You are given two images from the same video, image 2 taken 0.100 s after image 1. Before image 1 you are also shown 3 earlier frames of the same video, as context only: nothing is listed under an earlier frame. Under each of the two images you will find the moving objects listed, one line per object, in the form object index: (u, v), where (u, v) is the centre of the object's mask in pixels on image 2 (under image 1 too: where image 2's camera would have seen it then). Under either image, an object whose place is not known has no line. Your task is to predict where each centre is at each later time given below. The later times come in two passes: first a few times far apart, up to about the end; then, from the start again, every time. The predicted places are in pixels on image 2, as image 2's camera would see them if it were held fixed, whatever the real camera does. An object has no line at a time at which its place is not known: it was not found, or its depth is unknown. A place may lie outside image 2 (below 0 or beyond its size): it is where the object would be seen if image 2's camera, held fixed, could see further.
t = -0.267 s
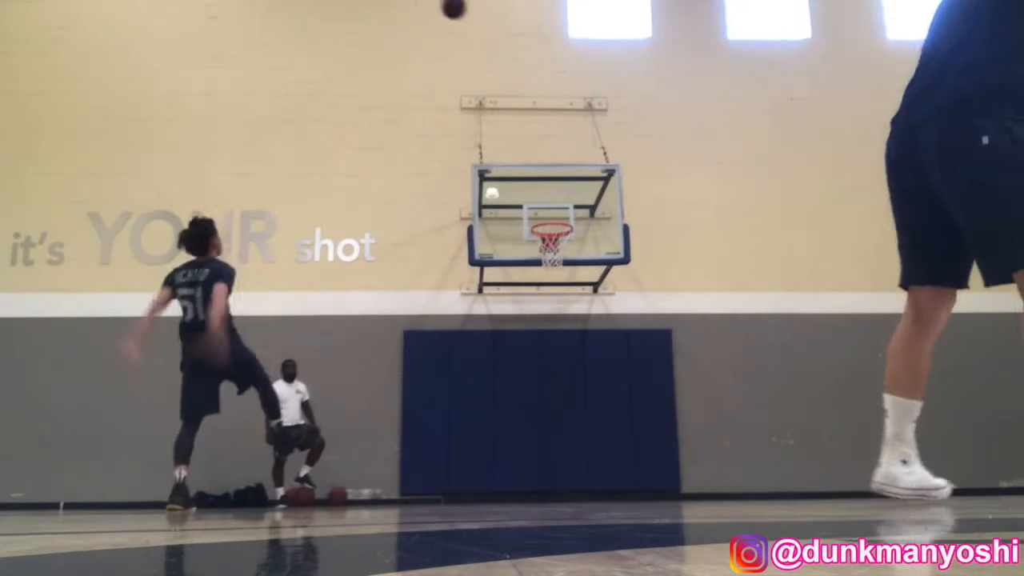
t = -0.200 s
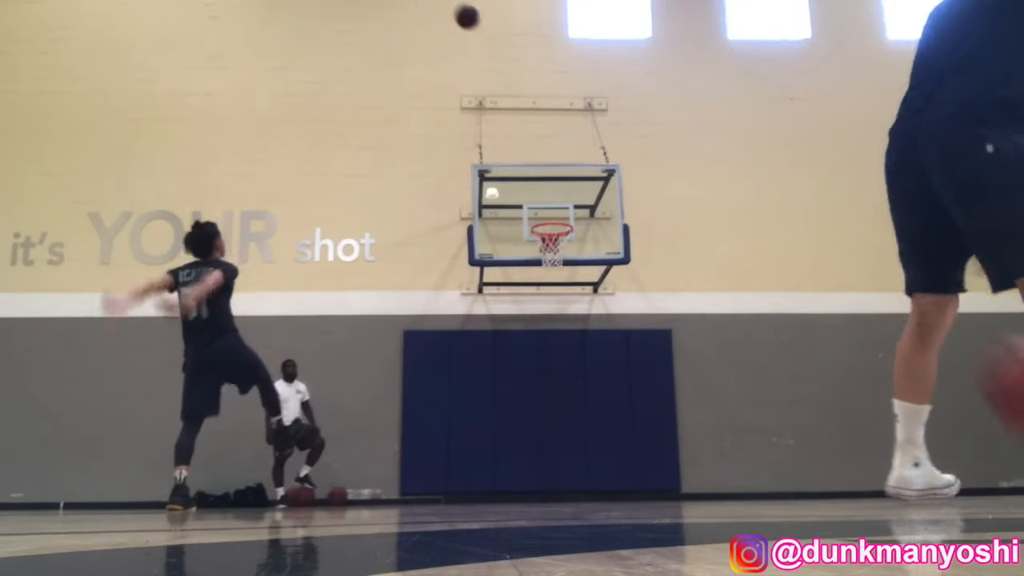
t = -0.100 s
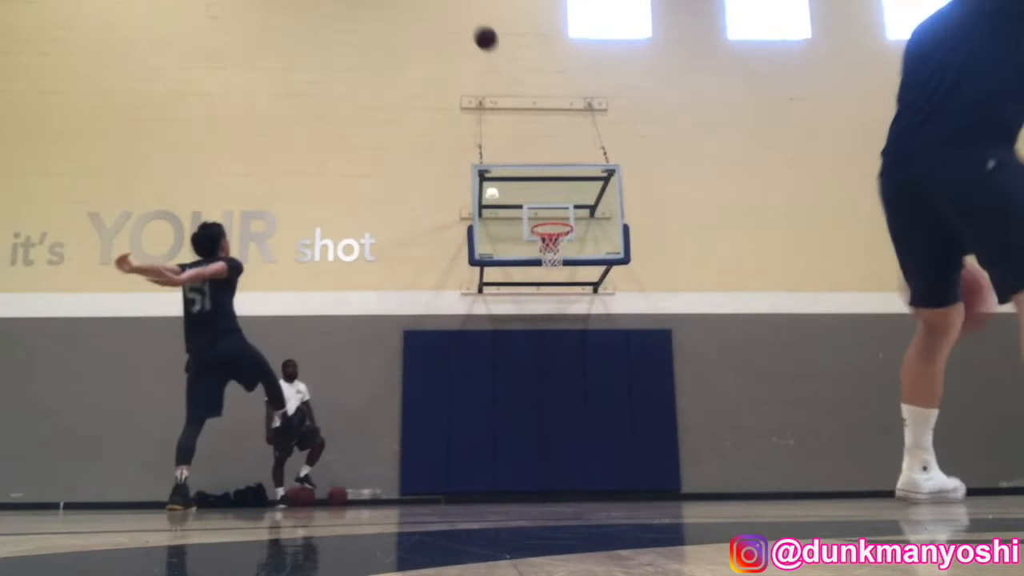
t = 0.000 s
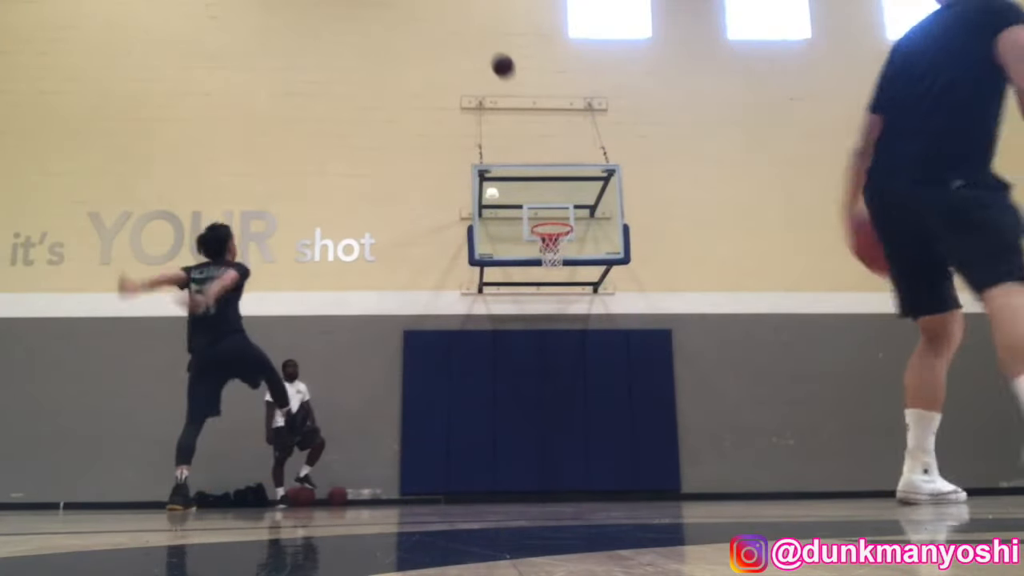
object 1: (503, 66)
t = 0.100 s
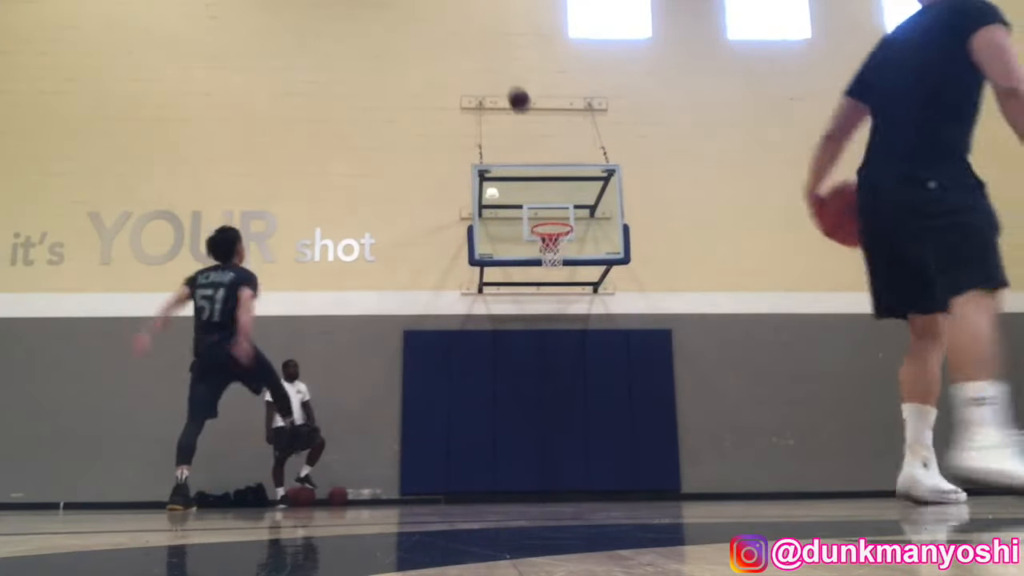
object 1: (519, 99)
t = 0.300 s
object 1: (548, 184)
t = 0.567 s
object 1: (527, 189)
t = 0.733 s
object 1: (506, 163)
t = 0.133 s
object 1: (524, 112)
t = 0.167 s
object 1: (529, 125)
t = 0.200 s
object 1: (534, 139)
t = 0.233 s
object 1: (538, 153)
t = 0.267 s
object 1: (543, 166)
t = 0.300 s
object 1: (548, 184)
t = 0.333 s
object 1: (552, 197)
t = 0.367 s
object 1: (556, 215)
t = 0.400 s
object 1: (556, 223)
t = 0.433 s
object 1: (546, 219)
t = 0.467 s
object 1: (539, 213)
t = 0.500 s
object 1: (535, 204)
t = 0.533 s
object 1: (531, 196)
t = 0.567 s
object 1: (527, 189)
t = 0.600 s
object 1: (523, 182)
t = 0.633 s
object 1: (519, 176)
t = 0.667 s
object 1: (514, 170)
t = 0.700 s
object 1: (510, 167)
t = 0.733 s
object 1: (506, 163)
